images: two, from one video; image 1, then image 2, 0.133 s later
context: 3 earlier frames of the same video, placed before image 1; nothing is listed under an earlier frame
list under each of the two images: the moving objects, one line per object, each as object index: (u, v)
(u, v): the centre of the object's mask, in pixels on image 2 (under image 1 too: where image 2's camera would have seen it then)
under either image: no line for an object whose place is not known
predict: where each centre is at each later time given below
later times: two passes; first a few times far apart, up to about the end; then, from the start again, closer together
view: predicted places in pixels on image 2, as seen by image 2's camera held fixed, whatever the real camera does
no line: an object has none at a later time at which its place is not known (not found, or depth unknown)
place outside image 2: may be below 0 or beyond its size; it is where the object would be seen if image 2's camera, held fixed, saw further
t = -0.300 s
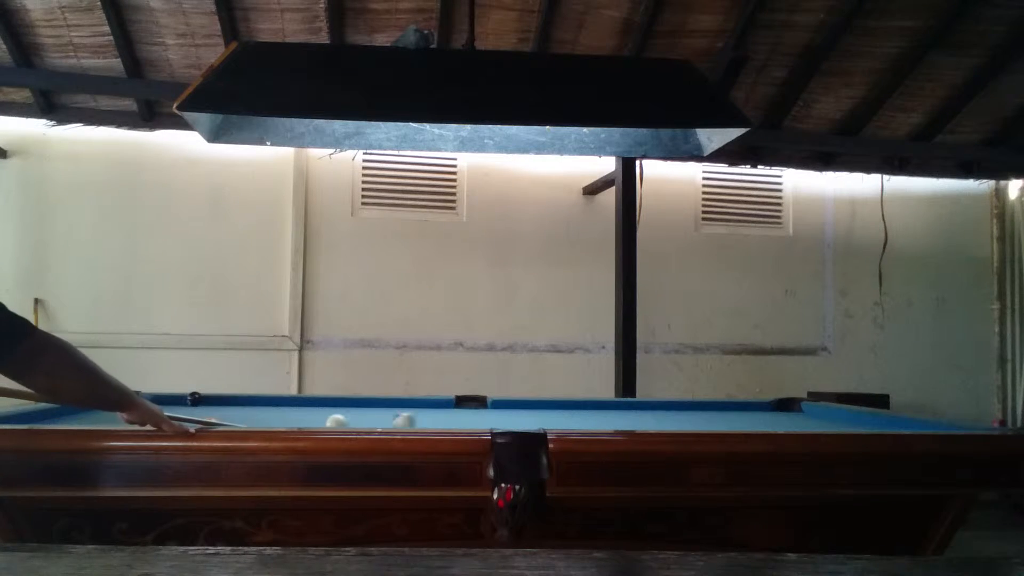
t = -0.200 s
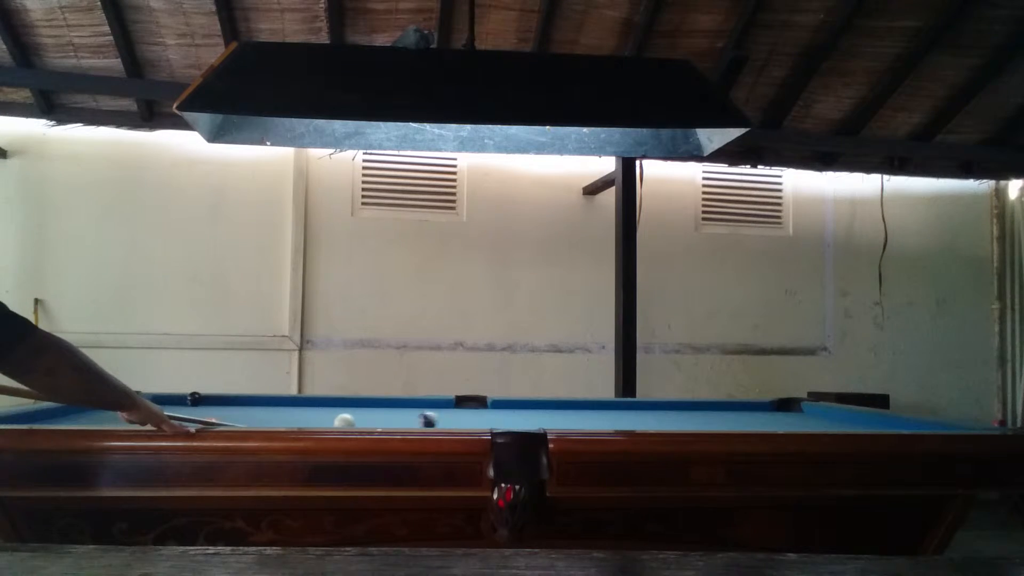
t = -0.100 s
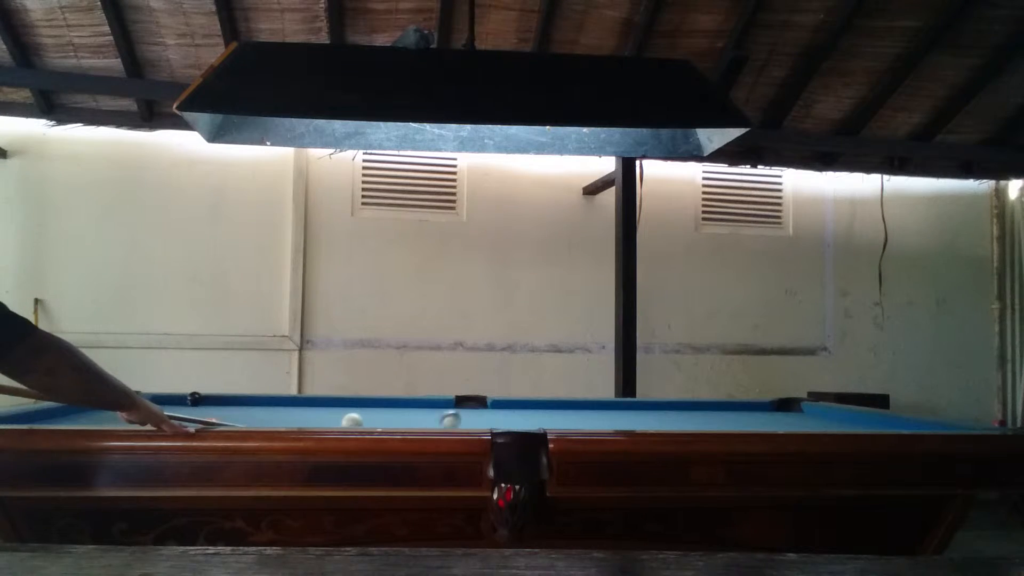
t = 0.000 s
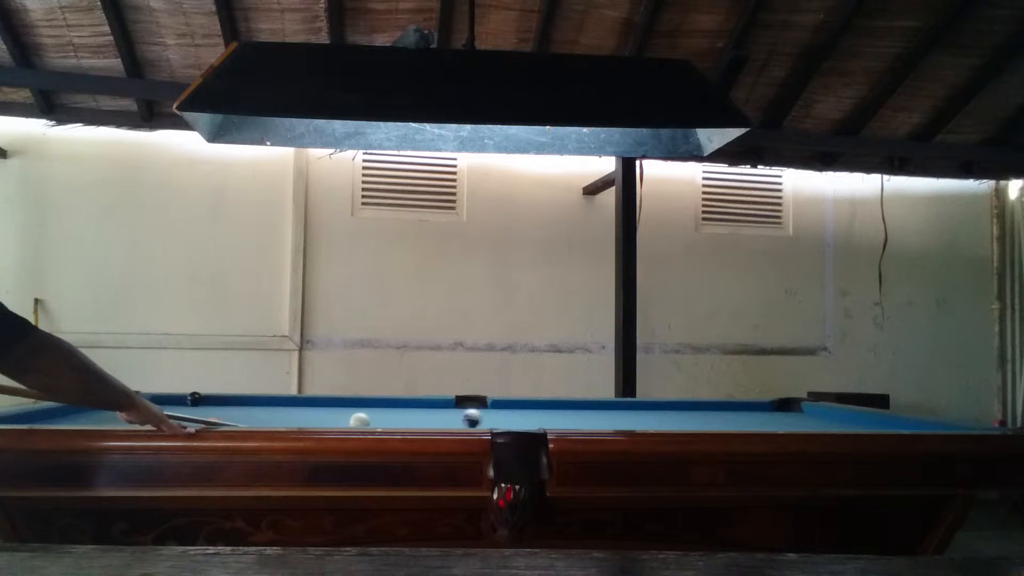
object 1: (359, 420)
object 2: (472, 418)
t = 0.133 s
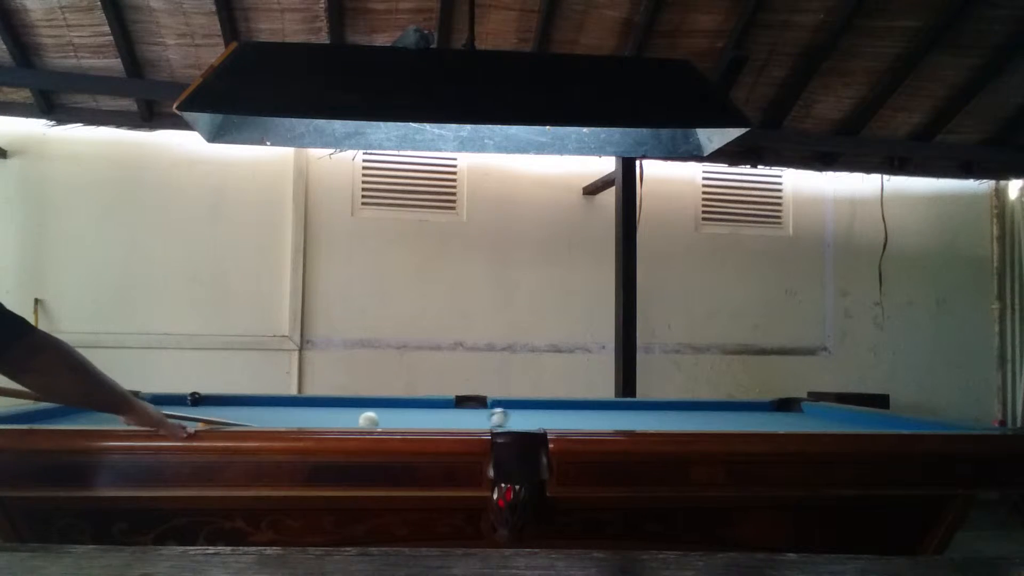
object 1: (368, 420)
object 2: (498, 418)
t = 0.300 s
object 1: (379, 420)
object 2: (527, 416)
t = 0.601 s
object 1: (396, 419)
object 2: (578, 413)
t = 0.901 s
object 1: (409, 418)
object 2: (622, 411)
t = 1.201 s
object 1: (421, 417)
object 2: (660, 409)
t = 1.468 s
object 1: (430, 417)
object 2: (689, 407)
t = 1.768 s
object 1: (437, 416)
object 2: (718, 405)
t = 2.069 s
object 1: (444, 415)
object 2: (744, 405)
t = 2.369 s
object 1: (449, 415)
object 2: (767, 405)
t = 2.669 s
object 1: (451, 415)
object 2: (789, 406)
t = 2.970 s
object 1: (451, 415)
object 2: (796, 409)
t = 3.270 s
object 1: (451, 415)
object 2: (788, 407)
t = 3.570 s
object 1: (452, 415)
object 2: (784, 407)
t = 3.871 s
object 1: (452, 415)
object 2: (779, 407)
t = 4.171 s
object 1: (452, 415)
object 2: (775, 408)
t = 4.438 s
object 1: (452, 415)
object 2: (772, 408)
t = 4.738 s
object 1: (452, 415)
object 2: (770, 409)
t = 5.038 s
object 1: (452, 415)
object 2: (770, 409)
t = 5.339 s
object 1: (452, 415)
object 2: (770, 408)
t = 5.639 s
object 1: (452, 415)
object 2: (770, 408)
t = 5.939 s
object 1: (452, 415)
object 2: (771, 408)
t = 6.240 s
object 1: (452, 415)
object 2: (771, 408)
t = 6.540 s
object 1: (452, 415)
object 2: (771, 408)
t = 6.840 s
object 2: (771, 409)
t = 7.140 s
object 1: (451, 415)
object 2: (770, 409)
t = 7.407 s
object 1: (452, 415)
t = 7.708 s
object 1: (452, 415)
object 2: (773, 407)
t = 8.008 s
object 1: (452, 415)
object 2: (773, 407)
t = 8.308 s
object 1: (452, 415)
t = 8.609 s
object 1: (452, 415)
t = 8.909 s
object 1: (452, 415)
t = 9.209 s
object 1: (452, 415)
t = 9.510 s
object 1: (451, 415)
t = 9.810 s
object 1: (452, 415)
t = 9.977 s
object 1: (451, 415)
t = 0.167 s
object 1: (371, 420)
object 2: (504, 417)
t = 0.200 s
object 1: (373, 420)
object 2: (511, 416)
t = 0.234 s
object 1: (375, 420)
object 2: (517, 416)
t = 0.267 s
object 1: (377, 420)
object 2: (522, 416)
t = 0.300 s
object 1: (379, 420)
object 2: (527, 416)
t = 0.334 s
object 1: (381, 420)
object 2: (534, 415)
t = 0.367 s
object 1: (383, 420)
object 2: (541, 415)
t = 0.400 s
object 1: (385, 420)
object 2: (546, 415)
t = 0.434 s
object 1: (387, 419)
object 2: (552, 414)
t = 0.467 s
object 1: (389, 419)
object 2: (558, 414)
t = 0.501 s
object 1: (390, 419)
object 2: (562, 414)
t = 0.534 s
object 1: (392, 419)
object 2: (567, 414)
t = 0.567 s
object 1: (394, 419)
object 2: (572, 413)
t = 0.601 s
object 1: (396, 419)
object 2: (578, 413)
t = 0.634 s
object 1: (397, 419)
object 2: (584, 413)
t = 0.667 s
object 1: (399, 419)
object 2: (589, 412)
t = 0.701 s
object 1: (400, 419)
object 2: (594, 412)
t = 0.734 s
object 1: (402, 419)
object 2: (599, 412)
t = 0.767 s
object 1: (404, 418)
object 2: (603, 412)
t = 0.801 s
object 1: (405, 418)
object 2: (607, 412)
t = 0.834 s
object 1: (406, 418)
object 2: (612, 412)
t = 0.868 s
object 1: (408, 418)
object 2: (618, 411)
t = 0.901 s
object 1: (409, 418)
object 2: (622, 411)
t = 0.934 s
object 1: (411, 418)
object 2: (627, 410)
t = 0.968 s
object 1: (412, 418)
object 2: (631, 410)
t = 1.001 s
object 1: (414, 418)
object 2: (635, 410)
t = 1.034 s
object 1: (415, 418)
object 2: (639, 410)
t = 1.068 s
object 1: (416, 418)
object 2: (641, 409)
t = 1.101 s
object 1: (417, 418)
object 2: (647, 409)
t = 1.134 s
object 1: (419, 418)
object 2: (652, 410)
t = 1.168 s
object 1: (420, 418)
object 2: (656, 409)
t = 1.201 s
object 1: (421, 417)
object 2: (660, 409)
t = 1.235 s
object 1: (422, 418)
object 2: (664, 408)
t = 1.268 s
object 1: (423, 418)
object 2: (667, 409)
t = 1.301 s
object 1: (424, 417)
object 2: (670, 409)
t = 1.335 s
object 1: (425, 417)
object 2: (674, 408)
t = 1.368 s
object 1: (427, 417)
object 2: (678, 408)
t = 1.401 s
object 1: (428, 417)
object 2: (682, 408)
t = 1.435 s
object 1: (428, 417)
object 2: (686, 408)
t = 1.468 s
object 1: (430, 417)
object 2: (689, 407)
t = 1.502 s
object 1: (431, 417)
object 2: (693, 407)
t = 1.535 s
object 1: (431, 417)
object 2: (696, 407)
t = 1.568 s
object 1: (432, 416)
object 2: (699, 407)
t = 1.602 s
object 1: (433, 416)
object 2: (701, 407)
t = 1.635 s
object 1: (434, 416)
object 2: (705, 406)
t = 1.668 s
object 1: (435, 416)
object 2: (706, 403)
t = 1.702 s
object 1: (435, 416)
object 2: (712, 407)
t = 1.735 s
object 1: (436, 416)
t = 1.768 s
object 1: (437, 416)
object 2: (718, 405)
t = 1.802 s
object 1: (438, 416)
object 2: (721, 406)
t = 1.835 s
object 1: (438, 416)
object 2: (723, 405)
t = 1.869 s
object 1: (439, 416)
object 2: (726, 405)
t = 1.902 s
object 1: (440, 416)
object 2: (729, 405)
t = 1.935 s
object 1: (441, 416)
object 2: (732, 404)
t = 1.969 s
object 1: (441, 416)
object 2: (736, 405)
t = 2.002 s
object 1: (442, 416)
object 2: (739, 405)
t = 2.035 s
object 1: (443, 416)
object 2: (741, 405)
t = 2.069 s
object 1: (444, 415)
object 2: (744, 405)
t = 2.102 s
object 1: (444, 416)
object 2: (746, 404)
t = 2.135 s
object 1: (445, 415)
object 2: (749, 404)
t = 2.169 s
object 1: (445, 415)
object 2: (750, 404)
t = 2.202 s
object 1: (446, 415)
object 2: (754, 404)
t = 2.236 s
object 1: (447, 415)
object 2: (757, 405)
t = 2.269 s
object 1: (447, 415)
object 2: (760, 406)
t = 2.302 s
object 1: (448, 415)
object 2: (760, 405)
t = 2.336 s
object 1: (448, 415)
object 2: (763, 405)
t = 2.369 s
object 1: (449, 415)
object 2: (767, 405)
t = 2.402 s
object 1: (449, 415)
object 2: (771, 405)
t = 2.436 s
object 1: (449, 415)
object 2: (774, 406)
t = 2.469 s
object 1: (450, 415)
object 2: (776, 406)
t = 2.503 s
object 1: (450, 415)
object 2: (777, 406)
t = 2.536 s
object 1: (450, 415)
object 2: (780, 406)
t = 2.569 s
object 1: (450, 415)
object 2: (782, 405)
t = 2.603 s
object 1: (451, 415)
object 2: (785, 405)
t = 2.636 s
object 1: (451, 415)
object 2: (787, 406)
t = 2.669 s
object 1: (451, 415)
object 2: (789, 406)
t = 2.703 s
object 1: (451, 415)
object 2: (791, 406)
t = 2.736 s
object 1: (451, 415)
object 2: (792, 407)
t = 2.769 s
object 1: (451, 415)
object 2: (793, 406)
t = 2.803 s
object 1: (451, 415)
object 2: (796, 406)
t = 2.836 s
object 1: (451, 415)
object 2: (796, 407)
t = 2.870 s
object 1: (451, 415)
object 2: (796, 407)
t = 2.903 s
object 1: (451, 415)
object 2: (796, 407)
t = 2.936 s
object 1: (451, 415)
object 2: (795, 408)
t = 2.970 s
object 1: (451, 415)
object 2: (796, 409)
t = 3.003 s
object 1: (451, 415)
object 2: (795, 407)
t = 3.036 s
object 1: (451, 415)
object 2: (796, 411)
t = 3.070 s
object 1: (451, 415)
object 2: (792, 407)
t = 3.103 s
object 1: (451, 415)
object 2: (792, 406)
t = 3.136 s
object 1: (451, 415)
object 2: (792, 407)
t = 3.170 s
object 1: (451, 415)
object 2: (792, 407)
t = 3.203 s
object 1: (452, 415)
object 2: (790, 407)
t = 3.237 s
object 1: (451, 415)
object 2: (789, 407)
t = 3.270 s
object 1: (451, 415)
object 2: (788, 407)
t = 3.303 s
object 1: (451, 415)
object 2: (787, 408)
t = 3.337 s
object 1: (451, 415)
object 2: (786, 408)
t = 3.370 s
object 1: (452, 415)
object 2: (786, 408)
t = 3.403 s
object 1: (451, 415)
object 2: (785, 409)
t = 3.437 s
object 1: (451, 415)
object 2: (785, 408)
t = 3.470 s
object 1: (452, 415)
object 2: (784, 409)
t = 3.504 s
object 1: (452, 415)
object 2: (784, 408)
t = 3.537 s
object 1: (452, 415)
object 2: (784, 408)
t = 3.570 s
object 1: (452, 415)
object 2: (784, 407)
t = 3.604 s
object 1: (452, 415)
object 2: (784, 407)
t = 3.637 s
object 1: (452, 415)
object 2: (782, 407)
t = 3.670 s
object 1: (452, 415)
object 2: (782, 407)
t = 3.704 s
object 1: (452, 415)
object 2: (782, 407)
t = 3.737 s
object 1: (452, 415)
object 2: (781, 407)
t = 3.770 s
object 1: (452, 415)
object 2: (780, 407)
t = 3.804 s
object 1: (452, 415)
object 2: (780, 407)
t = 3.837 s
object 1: (452, 415)
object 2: (780, 407)
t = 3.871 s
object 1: (452, 415)
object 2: (779, 407)
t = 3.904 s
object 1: (452, 415)
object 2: (780, 407)
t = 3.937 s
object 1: (452, 415)
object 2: (779, 407)
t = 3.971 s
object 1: (452, 415)
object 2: (779, 407)
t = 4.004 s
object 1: (452, 415)
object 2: (777, 407)
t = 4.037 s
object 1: (452, 415)
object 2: (776, 408)
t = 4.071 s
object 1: (452, 415)
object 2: (776, 408)
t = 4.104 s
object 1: (452, 415)
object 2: (776, 408)
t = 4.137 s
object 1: (452, 415)
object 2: (775, 408)
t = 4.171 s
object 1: (452, 415)
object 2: (775, 408)
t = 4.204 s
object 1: (452, 415)
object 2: (775, 408)
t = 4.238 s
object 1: (452, 415)
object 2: (774, 408)
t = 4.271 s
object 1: (452, 415)
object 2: (774, 408)
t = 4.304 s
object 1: (452, 415)
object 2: (773, 408)
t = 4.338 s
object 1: (452, 415)
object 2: (773, 408)
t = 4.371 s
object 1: (452, 415)
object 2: (772, 408)
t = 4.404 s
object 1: (452, 415)
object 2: (772, 408)
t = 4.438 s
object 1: (452, 415)
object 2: (772, 408)
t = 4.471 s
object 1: (452, 415)
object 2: (771, 408)
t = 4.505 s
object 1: (452, 415)
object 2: (771, 409)
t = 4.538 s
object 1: (452, 415)
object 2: (771, 409)
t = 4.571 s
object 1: (452, 415)
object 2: (771, 409)
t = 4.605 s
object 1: (452, 415)
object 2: (770, 409)
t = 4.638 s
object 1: (452, 415)
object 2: (770, 409)
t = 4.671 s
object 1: (452, 415)
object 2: (770, 409)
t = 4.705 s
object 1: (452, 415)
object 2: (770, 409)
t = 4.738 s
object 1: (452, 415)
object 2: (770, 409)
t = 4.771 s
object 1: (452, 415)
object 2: (770, 409)
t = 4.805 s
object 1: (452, 415)
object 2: (770, 409)
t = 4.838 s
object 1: (452, 415)
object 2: (770, 409)
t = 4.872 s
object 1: (452, 415)
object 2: (770, 409)
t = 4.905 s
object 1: (452, 415)
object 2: (770, 409)
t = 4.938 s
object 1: (452, 415)
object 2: (770, 409)
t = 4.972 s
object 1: (452, 415)
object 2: (770, 409)
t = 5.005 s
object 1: (452, 415)
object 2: (770, 409)
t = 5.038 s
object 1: (452, 415)
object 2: (770, 409)
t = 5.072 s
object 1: (452, 415)
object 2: (770, 408)
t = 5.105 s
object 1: (452, 415)
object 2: (770, 408)
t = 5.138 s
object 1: (452, 415)
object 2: (770, 408)
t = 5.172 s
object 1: (452, 415)
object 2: (770, 409)
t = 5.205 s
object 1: (452, 415)
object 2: (770, 409)
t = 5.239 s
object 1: (452, 415)
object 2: (770, 409)
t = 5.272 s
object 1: (452, 415)
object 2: (770, 409)
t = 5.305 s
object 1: (452, 415)
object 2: (770, 408)
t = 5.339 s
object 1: (452, 415)
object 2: (770, 408)
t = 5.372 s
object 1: (452, 415)
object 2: (770, 408)
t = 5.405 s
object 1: (452, 415)
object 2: (770, 408)
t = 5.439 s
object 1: (452, 415)
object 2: (770, 408)
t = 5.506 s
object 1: (452, 415)
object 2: (770, 408)
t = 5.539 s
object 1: (452, 415)
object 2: (770, 408)
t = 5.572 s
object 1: (452, 415)
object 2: (770, 408)
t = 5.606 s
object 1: (452, 415)
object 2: (770, 408)
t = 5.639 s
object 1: (452, 415)
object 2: (770, 408)
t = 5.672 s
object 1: (452, 415)
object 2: (770, 408)
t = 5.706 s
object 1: (452, 415)
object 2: (770, 408)
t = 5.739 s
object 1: (452, 415)
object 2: (771, 408)
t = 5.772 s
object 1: (452, 415)
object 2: (771, 408)
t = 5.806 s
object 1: (452, 415)
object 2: (771, 408)
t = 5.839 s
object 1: (452, 415)
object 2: (771, 408)
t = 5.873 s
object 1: (452, 415)
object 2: (771, 408)
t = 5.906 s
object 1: (452, 415)
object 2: (771, 408)
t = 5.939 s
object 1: (452, 415)
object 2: (771, 408)
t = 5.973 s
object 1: (452, 415)
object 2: (771, 408)
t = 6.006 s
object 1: (452, 415)
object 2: (771, 408)
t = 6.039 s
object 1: (452, 415)
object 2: (771, 408)
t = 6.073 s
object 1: (452, 415)
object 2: (771, 408)
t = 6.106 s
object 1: (452, 415)
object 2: (771, 408)
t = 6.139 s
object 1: (452, 415)
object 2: (771, 408)
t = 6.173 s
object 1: (452, 415)
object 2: (771, 408)
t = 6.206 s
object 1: (452, 415)
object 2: (771, 408)
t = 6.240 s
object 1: (452, 415)
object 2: (771, 408)
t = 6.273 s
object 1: (452, 415)
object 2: (771, 408)
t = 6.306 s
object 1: (452, 415)
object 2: (771, 408)
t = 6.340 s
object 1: (452, 415)
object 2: (771, 408)
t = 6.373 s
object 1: (452, 415)
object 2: (771, 408)
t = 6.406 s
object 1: (452, 415)
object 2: (771, 408)
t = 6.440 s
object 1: (452, 415)
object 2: (771, 408)
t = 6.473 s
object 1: (452, 415)
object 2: (771, 408)
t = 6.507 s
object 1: (452, 415)
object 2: (771, 408)
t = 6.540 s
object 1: (452, 415)
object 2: (771, 408)
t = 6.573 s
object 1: (452, 415)
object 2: (771, 408)
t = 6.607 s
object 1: (452, 415)
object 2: (771, 408)
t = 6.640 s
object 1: (452, 415)
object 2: (771, 408)
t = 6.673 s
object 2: (771, 408)
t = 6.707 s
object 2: (771, 408)
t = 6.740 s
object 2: (771, 408)
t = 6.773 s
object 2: (771, 408)
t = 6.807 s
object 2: (771, 409)
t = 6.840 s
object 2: (771, 409)
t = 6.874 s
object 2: (771, 409)
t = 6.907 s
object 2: (771, 409)
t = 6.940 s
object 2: (770, 409)
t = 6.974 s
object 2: (770, 409)
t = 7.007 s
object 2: (770, 409)
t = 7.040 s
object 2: (770, 409)
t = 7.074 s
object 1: (451, 414)
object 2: (770, 409)
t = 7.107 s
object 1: (451, 415)
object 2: (770, 409)
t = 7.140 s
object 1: (451, 415)
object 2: (770, 409)
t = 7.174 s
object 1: (452, 415)
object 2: (770, 409)
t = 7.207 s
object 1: (452, 415)
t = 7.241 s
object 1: (452, 415)
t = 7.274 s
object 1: (452, 415)
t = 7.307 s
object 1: (452, 415)
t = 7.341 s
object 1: (452, 415)
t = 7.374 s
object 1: (452, 415)
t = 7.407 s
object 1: (452, 415)
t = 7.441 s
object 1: (452, 415)
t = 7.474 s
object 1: (452, 415)
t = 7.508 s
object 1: (452, 415)
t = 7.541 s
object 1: (452, 415)
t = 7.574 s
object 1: (452, 415)
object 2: (771, 408)
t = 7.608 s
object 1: (452, 415)
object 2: (770, 408)
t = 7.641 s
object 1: (452, 415)
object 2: (775, 407)
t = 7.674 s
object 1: (452, 415)
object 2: (771, 408)
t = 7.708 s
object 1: (452, 415)
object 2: (773, 407)
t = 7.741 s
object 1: (452, 415)
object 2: (773, 407)
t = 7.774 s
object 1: (452, 415)
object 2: (773, 407)
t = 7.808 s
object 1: (452, 415)
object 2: (771, 408)
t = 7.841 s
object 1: (452, 415)
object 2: (773, 407)
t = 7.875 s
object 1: (452, 415)
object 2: (773, 407)
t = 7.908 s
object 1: (452, 415)
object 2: (773, 407)
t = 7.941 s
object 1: (452, 415)
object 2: (773, 407)
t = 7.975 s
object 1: (452, 415)
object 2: (772, 408)
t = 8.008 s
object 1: (452, 415)
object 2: (773, 407)
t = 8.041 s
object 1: (452, 415)
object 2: (773, 407)
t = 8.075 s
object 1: (452, 415)
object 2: (772, 408)
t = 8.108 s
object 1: (452, 415)
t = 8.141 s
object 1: (452, 415)
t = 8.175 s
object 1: (452, 415)
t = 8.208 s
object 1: (452, 415)
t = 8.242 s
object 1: (452, 415)
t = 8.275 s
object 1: (452, 415)
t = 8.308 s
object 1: (452, 415)
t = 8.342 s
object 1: (452, 415)
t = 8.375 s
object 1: (452, 415)
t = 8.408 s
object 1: (452, 415)
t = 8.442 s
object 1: (452, 415)
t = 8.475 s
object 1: (452, 415)
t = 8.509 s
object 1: (452, 415)
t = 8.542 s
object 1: (452, 415)
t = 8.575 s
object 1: (452, 415)
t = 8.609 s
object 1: (452, 415)
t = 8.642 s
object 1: (452, 415)
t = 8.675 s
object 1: (452, 415)
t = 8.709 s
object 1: (452, 415)
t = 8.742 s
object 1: (452, 415)
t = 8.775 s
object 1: (452, 415)
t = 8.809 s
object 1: (452, 415)
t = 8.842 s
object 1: (452, 415)
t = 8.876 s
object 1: (452, 415)
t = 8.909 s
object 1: (452, 415)
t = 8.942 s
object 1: (452, 415)
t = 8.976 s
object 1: (451, 415)
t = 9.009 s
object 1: (452, 415)
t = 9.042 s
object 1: (451, 415)
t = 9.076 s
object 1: (452, 415)
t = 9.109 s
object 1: (452, 415)
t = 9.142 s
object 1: (452, 415)
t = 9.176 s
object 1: (452, 415)
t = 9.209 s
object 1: (452, 415)
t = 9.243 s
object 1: (452, 415)
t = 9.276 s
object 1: (452, 415)
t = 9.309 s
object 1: (451, 415)
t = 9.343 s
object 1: (452, 415)
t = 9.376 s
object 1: (451, 415)
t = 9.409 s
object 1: (452, 415)
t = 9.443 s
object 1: (452, 415)
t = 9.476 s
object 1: (452, 415)
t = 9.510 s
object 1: (451, 415)
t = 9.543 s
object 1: (452, 415)
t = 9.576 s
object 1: (451, 415)
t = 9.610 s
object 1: (452, 415)
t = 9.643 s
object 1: (451, 415)
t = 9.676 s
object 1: (452, 415)
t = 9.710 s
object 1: (452, 415)
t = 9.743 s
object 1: (452, 415)
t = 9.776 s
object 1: (452, 415)
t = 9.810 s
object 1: (452, 415)
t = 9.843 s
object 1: (452, 415)
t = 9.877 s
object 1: (452, 415)
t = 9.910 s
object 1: (452, 415)
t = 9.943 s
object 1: (452, 415)
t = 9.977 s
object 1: (451, 415)
